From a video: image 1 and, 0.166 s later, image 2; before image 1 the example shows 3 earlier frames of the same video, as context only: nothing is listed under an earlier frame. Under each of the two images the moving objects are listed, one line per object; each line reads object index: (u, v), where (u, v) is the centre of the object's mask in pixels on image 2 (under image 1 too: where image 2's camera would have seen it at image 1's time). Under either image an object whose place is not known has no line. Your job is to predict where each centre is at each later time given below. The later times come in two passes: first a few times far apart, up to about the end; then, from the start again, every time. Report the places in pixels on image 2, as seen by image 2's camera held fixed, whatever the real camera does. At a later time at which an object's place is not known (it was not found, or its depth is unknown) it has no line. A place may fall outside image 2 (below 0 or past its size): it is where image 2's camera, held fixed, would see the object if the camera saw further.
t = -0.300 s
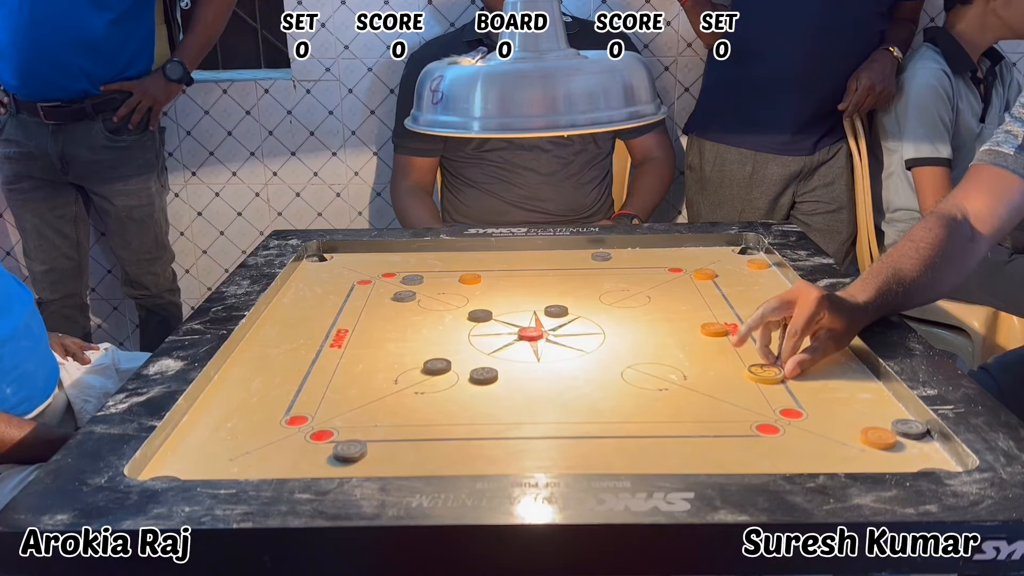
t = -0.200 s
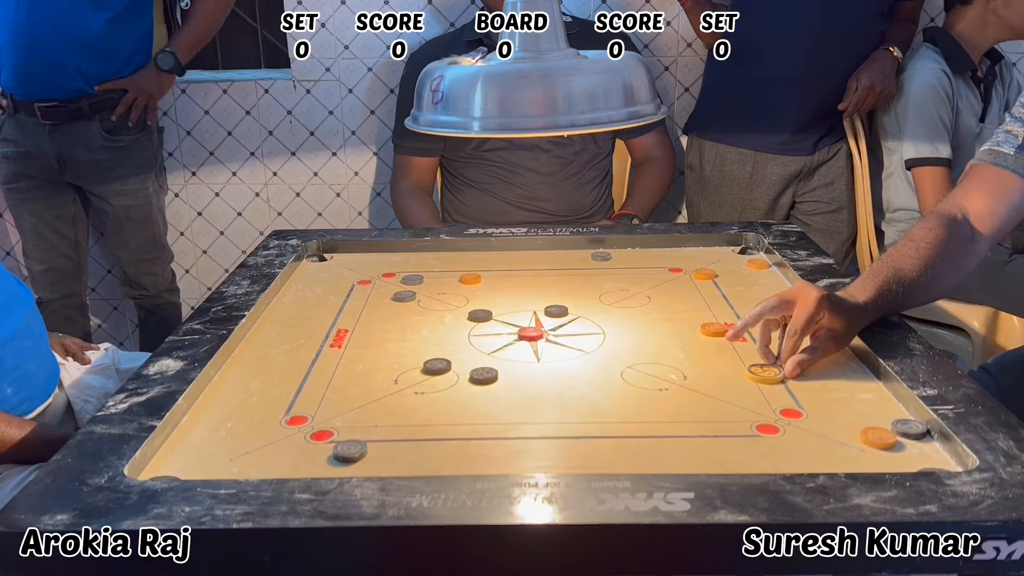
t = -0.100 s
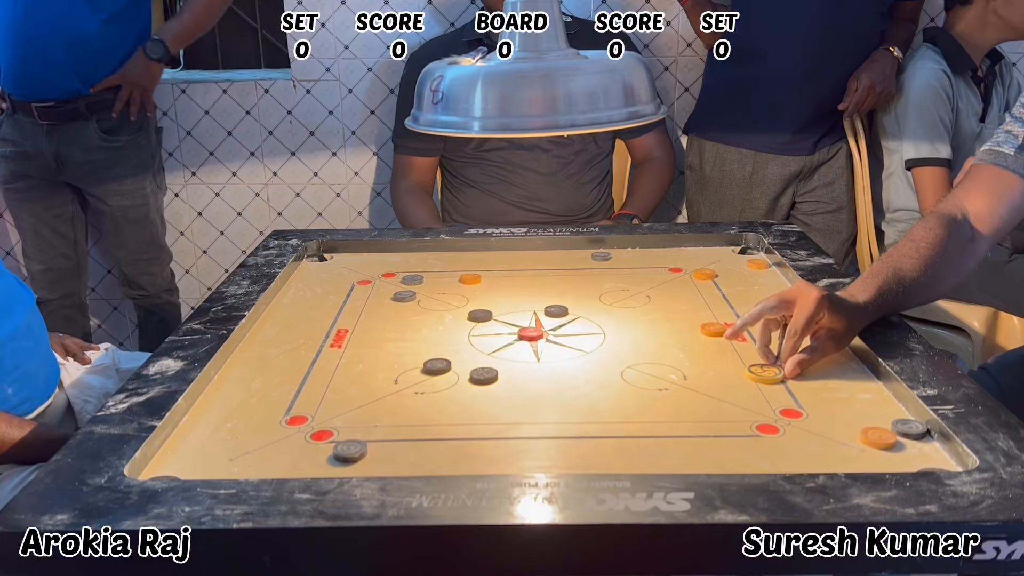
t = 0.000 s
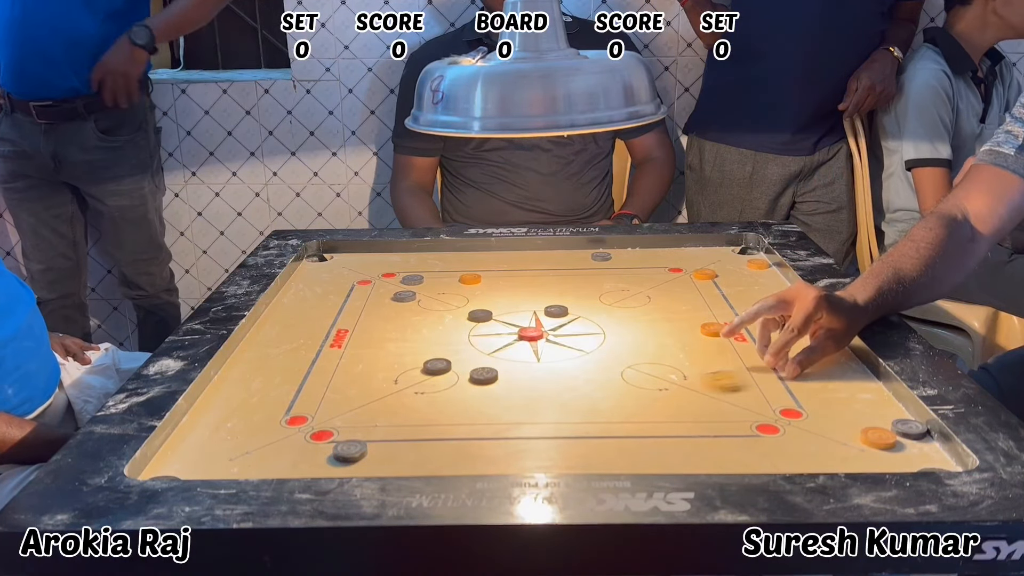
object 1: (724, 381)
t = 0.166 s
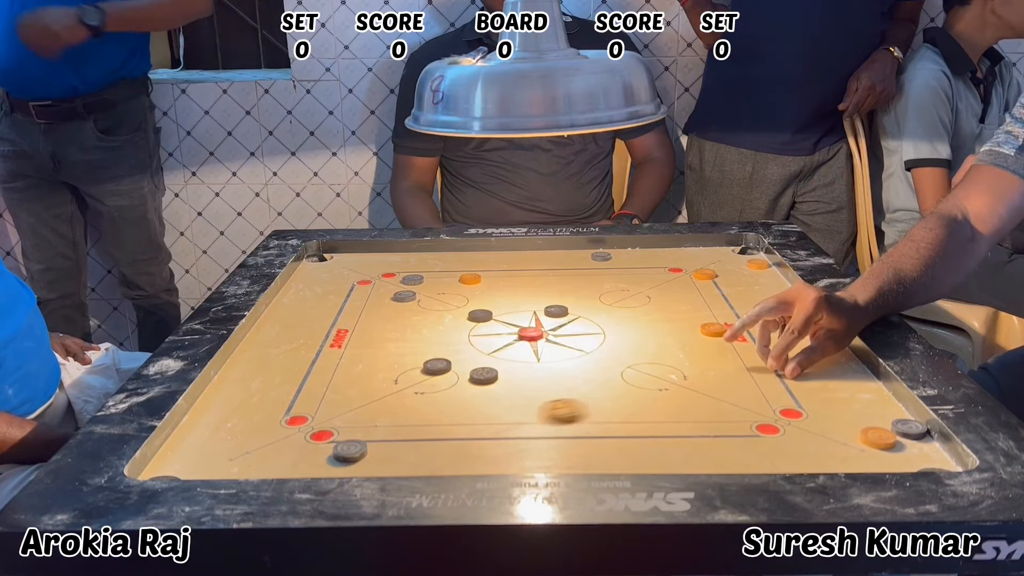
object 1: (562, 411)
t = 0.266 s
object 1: (473, 427)
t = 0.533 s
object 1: (334, 451)
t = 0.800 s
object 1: (317, 453)
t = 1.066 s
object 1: (317, 452)
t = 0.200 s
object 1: (532, 416)
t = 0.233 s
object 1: (503, 421)
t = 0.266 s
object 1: (473, 427)
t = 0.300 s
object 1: (444, 432)
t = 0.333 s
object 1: (413, 438)
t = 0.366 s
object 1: (387, 443)
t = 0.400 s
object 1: (373, 445)
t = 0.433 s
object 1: (361, 447)
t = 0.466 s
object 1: (351, 448)
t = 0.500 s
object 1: (342, 450)
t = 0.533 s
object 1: (334, 451)
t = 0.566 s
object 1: (328, 451)
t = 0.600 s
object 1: (323, 452)
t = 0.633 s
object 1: (319, 452)
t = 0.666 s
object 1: (318, 453)
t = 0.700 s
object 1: (317, 452)
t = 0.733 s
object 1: (317, 453)
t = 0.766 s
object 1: (317, 453)
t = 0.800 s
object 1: (317, 453)
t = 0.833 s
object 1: (317, 453)
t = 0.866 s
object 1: (317, 453)
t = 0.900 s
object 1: (317, 453)
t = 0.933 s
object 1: (317, 453)
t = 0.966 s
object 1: (317, 452)
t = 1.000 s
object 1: (317, 453)
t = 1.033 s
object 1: (317, 452)
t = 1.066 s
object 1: (317, 452)
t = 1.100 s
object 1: (317, 452)
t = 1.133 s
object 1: (317, 453)
